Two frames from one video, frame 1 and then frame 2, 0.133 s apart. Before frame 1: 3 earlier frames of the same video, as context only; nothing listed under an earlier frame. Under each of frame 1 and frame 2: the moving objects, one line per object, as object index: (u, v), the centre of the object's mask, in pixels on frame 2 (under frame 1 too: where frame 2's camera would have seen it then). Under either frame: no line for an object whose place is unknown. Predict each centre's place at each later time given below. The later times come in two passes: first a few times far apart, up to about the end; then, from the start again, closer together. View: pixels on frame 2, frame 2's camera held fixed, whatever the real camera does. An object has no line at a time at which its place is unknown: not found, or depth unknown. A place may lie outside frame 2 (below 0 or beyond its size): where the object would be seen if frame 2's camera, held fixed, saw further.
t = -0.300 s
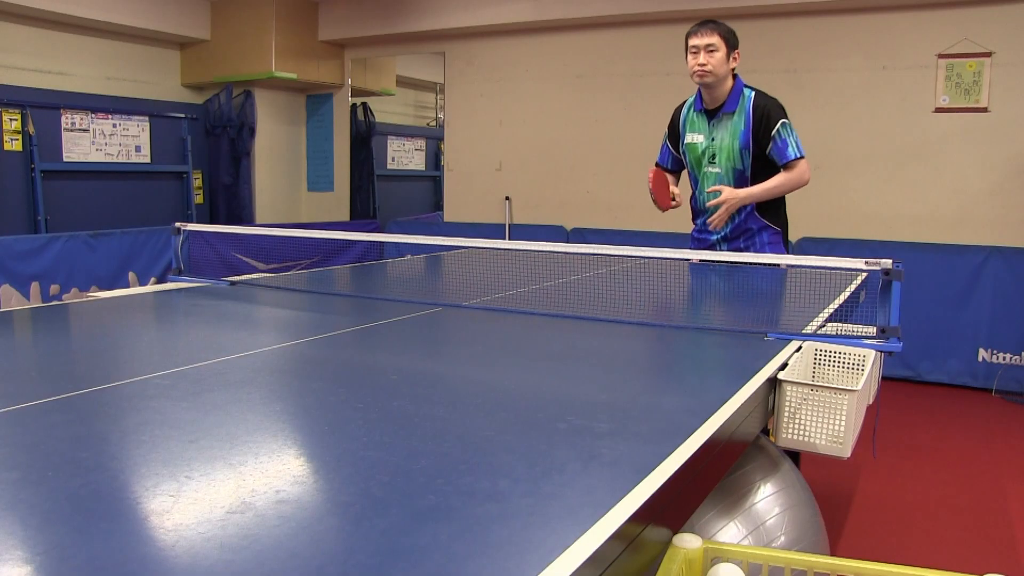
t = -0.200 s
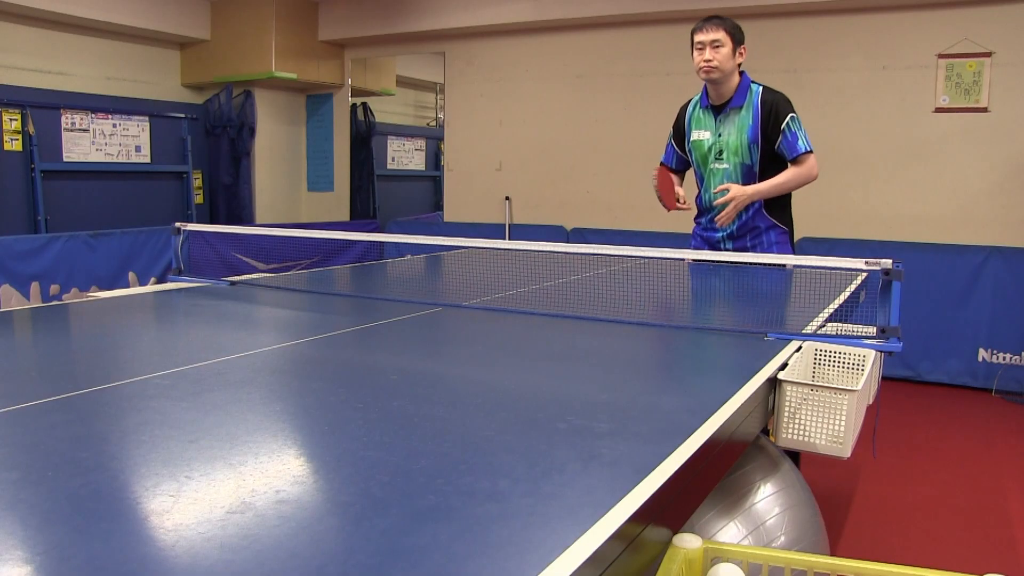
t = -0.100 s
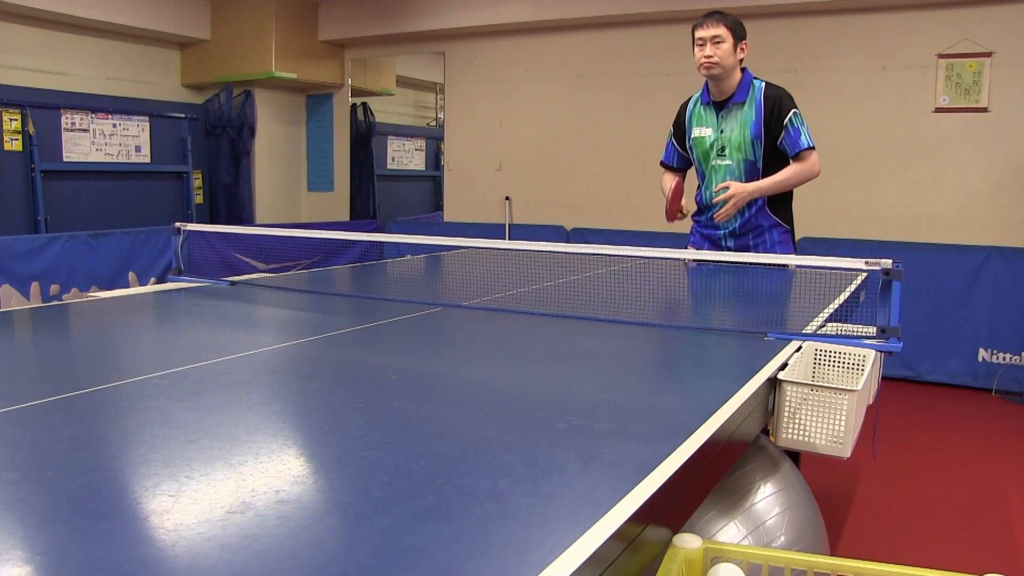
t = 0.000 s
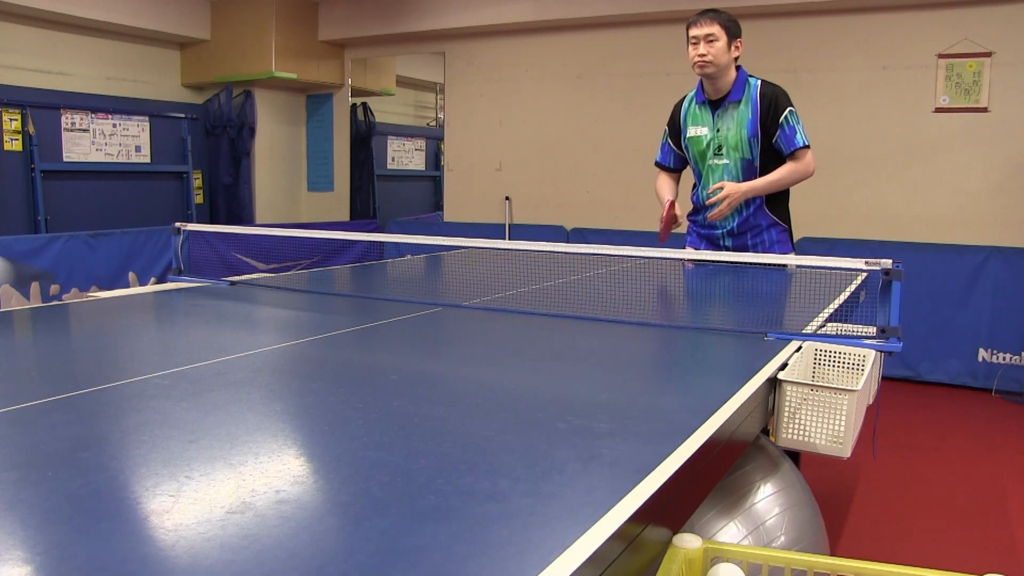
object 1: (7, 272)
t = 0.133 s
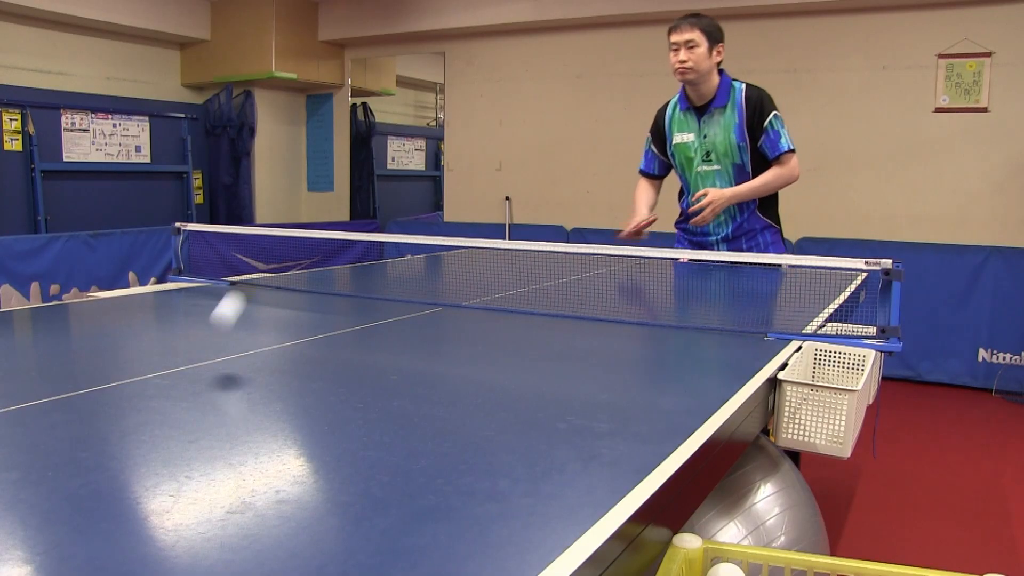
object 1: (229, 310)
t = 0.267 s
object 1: (321, 215)
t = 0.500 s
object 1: (408, 258)
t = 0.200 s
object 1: (280, 248)
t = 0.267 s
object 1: (321, 215)
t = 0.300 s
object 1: (338, 209)
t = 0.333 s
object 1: (353, 208)
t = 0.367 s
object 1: (366, 212)
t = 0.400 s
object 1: (378, 219)
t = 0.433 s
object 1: (388, 227)
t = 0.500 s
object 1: (408, 258)
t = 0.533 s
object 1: (416, 264)
